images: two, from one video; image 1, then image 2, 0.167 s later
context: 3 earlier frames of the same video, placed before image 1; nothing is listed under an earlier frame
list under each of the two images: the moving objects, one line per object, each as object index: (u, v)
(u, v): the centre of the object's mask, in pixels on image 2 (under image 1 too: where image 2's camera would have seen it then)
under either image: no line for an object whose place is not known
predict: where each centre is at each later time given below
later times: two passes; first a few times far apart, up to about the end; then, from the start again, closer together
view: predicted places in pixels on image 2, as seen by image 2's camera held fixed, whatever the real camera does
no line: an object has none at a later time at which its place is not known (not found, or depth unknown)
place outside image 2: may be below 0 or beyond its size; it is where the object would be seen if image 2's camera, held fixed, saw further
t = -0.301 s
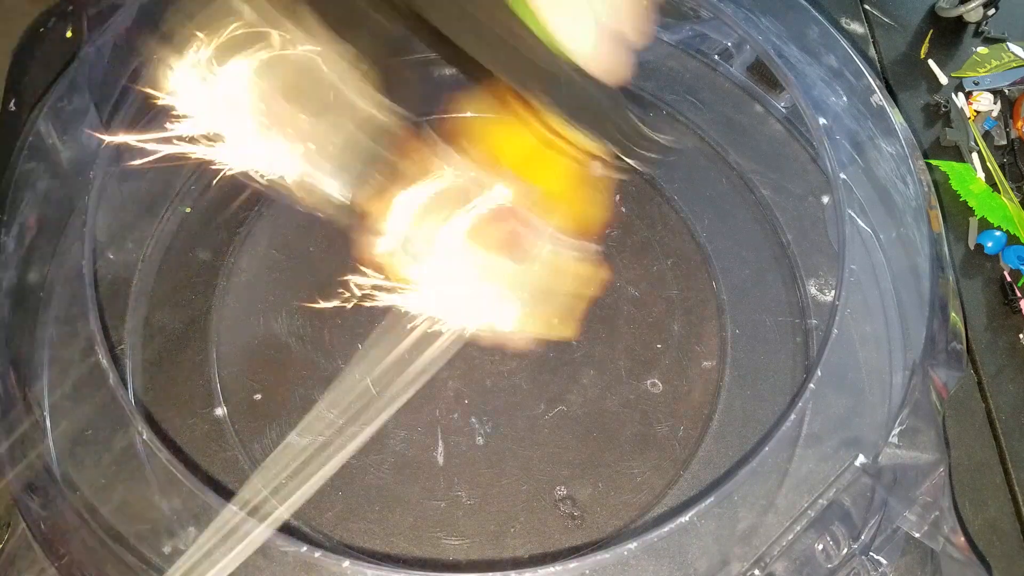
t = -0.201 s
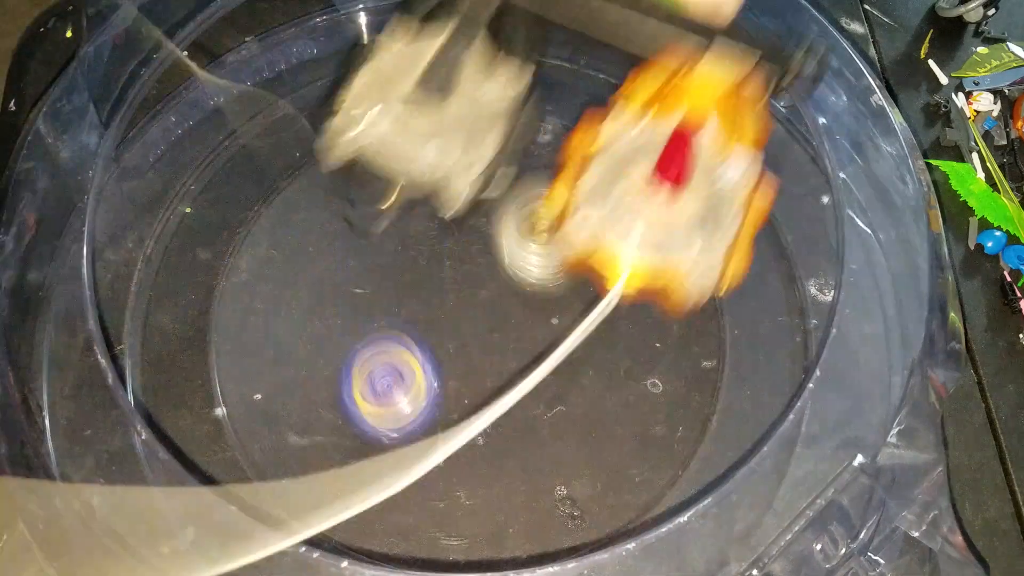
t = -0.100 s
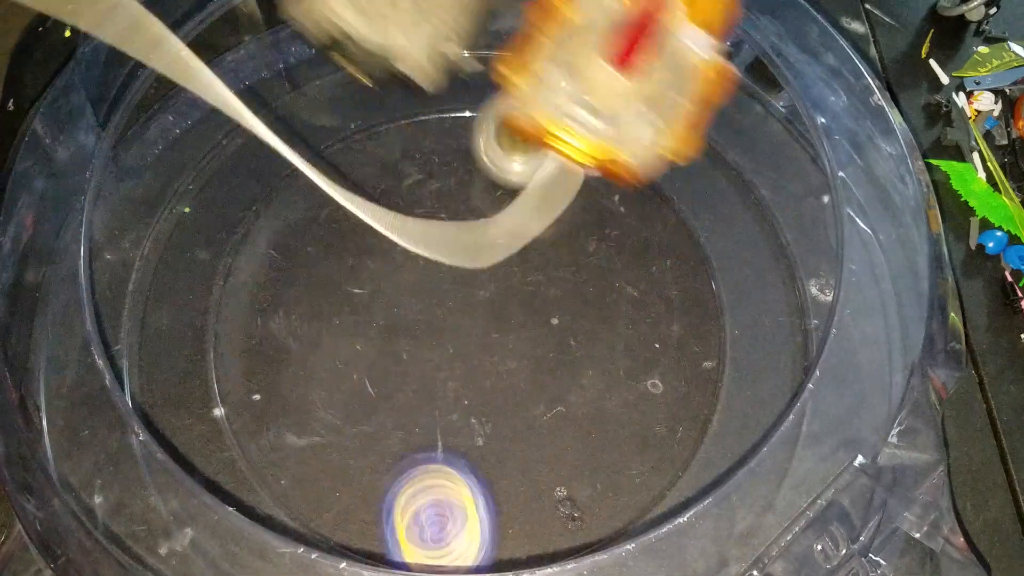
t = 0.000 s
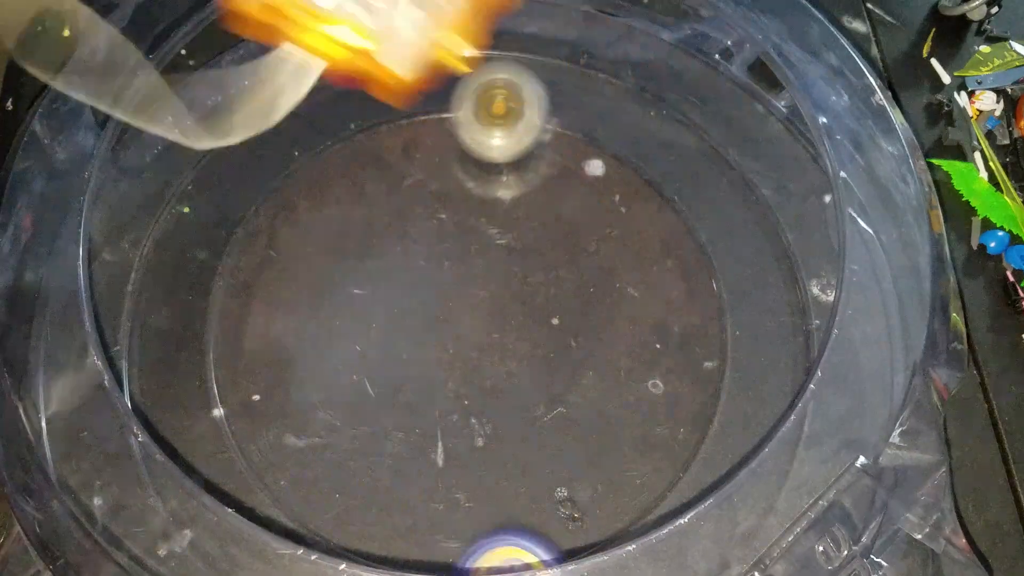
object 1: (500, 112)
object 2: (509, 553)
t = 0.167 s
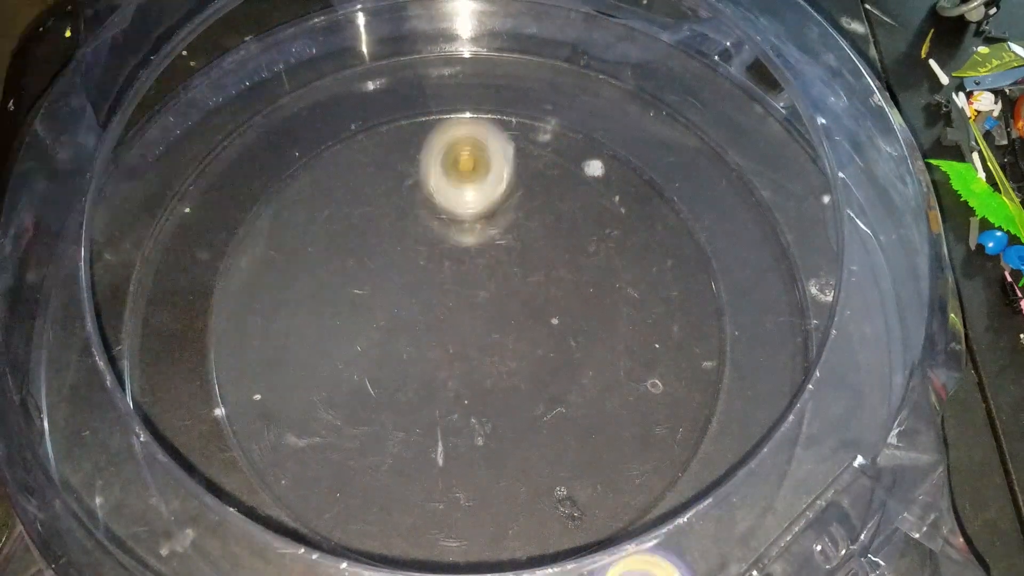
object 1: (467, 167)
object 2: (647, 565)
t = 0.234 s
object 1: (459, 207)
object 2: (671, 539)
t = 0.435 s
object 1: (471, 327)
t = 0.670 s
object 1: (608, 364)
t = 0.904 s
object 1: (647, 335)
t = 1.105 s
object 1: (582, 322)
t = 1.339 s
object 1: (472, 335)
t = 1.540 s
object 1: (463, 400)
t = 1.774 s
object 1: (490, 403)
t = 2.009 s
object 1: (467, 350)
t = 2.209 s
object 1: (419, 345)
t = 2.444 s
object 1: (399, 364)
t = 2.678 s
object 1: (436, 343)
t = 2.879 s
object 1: (432, 310)
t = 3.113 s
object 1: (412, 294)
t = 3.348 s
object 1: (425, 308)
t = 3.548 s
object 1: (453, 303)
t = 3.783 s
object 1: (468, 288)
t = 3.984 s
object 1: (473, 283)
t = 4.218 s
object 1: (482, 281)
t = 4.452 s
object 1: (493, 287)
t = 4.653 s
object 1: (505, 295)
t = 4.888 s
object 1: (511, 302)
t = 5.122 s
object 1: (511, 330)
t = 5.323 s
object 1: (512, 343)
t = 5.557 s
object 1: (503, 332)
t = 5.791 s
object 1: (465, 338)
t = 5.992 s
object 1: (429, 367)
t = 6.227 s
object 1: (460, 362)
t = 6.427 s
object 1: (478, 344)
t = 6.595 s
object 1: (446, 313)
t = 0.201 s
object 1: (463, 186)
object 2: (660, 552)
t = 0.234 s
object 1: (459, 207)
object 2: (671, 539)
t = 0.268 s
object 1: (456, 229)
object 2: (686, 526)
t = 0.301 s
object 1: (454, 253)
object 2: (706, 514)
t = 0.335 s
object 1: (455, 274)
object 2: (721, 504)
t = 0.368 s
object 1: (457, 294)
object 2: (737, 489)
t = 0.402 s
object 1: (462, 312)
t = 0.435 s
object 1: (471, 327)
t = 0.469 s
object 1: (486, 340)
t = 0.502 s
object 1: (502, 350)
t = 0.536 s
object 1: (522, 359)
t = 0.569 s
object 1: (544, 365)
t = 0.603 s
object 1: (568, 368)
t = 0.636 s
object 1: (589, 367)
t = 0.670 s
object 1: (608, 364)
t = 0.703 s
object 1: (623, 358)
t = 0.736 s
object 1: (634, 353)
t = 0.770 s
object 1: (641, 348)
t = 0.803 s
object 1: (646, 345)
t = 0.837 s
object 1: (649, 342)
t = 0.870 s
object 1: (649, 338)
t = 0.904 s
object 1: (647, 335)
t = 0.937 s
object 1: (642, 331)
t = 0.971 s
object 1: (634, 328)
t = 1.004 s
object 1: (624, 326)
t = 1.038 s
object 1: (612, 325)
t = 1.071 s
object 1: (597, 323)
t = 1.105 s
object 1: (582, 322)
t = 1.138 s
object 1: (565, 322)
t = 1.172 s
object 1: (547, 322)
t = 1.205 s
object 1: (528, 323)
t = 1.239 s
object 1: (512, 324)
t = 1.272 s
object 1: (495, 326)
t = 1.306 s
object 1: (482, 330)
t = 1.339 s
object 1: (472, 335)
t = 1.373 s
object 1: (465, 344)
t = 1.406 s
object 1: (461, 355)
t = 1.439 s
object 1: (459, 366)
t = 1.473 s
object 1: (459, 378)
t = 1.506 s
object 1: (460, 389)
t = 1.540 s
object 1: (463, 400)
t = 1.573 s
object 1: (469, 409)
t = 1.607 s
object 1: (474, 414)
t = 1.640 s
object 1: (479, 416)
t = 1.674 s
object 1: (484, 416)
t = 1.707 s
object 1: (487, 414)
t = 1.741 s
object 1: (489, 409)
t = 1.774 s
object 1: (490, 403)
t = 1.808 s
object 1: (491, 396)
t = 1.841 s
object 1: (490, 388)
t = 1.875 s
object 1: (488, 380)
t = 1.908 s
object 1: (485, 371)
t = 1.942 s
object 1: (480, 363)
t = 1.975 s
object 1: (474, 356)
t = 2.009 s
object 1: (467, 350)
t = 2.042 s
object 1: (459, 346)
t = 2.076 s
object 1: (452, 344)
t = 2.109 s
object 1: (444, 343)
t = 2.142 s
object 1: (435, 343)
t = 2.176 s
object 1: (427, 343)
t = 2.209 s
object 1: (419, 345)
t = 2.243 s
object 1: (411, 347)
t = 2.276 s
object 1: (404, 349)
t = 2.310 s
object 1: (398, 353)
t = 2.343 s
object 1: (395, 357)
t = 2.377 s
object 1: (396, 361)
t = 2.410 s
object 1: (397, 363)
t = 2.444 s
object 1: (399, 364)
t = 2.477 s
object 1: (403, 364)
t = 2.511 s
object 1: (408, 363)
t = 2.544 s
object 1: (414, 361)
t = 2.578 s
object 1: (421, 358)
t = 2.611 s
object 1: (427, 354)
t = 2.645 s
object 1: (432, 349)
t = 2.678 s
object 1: (436, 343)
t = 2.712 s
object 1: (439, 338)
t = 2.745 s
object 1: (441, 333)
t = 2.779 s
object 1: (441, 327)
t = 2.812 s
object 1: (439, 321)
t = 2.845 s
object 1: (436, 315)
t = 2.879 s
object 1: (432, 310)
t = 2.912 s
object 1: (428, 304)
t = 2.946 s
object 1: (423, 300)
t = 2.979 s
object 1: (419, 296)
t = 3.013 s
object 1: (417, 294)
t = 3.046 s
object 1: (415, 292)
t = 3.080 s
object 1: (413, 293)
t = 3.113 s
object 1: (412, 294)
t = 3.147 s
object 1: (411, 294)
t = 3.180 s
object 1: (412, 295)
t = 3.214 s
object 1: (413, 297)
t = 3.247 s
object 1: (414, 299)
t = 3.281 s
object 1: (417, 302)
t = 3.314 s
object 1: (421, 305)
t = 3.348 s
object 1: (425, 308)
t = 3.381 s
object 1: (430, 309)
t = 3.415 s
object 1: (435, 309)
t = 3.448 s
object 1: (440, 308)
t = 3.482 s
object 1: (445, 307)
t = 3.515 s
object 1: (449, 305)
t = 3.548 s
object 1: (453, 303)
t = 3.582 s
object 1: (456, 300)
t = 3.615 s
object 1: (460, 298)
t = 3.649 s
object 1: (462, 294)
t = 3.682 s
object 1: (465, 292)
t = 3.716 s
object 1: (466, 290)
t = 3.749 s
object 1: (467, 289)
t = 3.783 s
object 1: (468, 288)
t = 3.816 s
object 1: (469, 286)
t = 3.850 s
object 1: (470, 286)
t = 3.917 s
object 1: (471, 285)
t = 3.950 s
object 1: (472, 284)
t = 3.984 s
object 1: (473, 283)
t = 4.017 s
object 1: (474, 283)
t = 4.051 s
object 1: (474, 282)
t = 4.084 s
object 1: (476, 282)
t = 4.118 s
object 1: (478, 281)
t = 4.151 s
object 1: (479, 281)
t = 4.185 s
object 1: (481, 280)
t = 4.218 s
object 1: (482, 281)
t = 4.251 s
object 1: (484, 281)
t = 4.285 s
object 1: (486, 282)
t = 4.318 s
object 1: (488, 283)
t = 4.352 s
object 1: (489, 284)
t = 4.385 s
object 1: (491, 285)
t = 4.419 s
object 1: (492, 286)
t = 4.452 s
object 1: (493, 287)
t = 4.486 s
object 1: (495, 287)
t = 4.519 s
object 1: (497, 289)
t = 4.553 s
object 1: (500, 290)
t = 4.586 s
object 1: (501, 291)
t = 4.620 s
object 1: (503, 293)
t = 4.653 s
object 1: (505, 295)
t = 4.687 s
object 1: (507, 297)
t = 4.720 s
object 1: (508, 299)
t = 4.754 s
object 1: (509, 300)
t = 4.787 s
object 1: (510, 301)
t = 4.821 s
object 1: (510, 301)
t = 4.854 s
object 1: (511, 302)
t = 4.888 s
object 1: (511, 302)
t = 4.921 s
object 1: (512, 304)
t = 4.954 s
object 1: (513, 306)
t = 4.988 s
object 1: (513, 306)
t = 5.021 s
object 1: (514, 309)
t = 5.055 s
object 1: (513, 314)
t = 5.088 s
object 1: (511, 322)
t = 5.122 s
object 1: (511, 330)
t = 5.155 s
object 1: (510, 337)
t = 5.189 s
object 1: (510, 341)
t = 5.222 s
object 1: (509, 342)
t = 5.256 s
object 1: (509, 342)
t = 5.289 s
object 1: (510, 343)
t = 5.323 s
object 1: (512, 343)
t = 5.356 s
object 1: (514, 343)
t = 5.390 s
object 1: (516, 342)
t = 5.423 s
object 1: (517, 339)
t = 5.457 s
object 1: (515, 336)
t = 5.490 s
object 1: (512, 334)
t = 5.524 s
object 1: (508, 333)
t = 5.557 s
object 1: (503, 332)
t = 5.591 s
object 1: (498, 332)
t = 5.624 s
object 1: (494, 332)
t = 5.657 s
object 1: (491, 332)
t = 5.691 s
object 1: (488, 332)
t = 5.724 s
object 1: (482, 333)
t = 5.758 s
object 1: (474, 335)
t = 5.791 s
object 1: (465, 338)
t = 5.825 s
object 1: (456, 341)
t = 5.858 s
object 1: (447, 346)
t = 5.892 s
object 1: (440, 351)
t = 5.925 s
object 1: (435, 356)
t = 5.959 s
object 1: (431, 361)
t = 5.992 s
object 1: (429, 367)
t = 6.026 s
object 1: (429, 372)
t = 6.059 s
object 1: (431, 376)
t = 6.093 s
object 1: (435, 377)
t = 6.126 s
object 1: (441, 376)
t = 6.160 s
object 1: (447, 372)
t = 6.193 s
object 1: (453, 368)
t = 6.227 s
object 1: (460, 362)
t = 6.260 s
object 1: (466, 356)
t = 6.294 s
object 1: (471, 351)
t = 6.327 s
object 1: (476, 348)
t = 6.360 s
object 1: (479, 346)
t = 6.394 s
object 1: (480, 346)
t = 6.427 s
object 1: (478, 344)
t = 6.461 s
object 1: (475, 340)
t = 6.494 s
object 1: (470, 333)
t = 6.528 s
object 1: (464, 325)
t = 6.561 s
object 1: (457, 316)
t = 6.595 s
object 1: (446, 313)
